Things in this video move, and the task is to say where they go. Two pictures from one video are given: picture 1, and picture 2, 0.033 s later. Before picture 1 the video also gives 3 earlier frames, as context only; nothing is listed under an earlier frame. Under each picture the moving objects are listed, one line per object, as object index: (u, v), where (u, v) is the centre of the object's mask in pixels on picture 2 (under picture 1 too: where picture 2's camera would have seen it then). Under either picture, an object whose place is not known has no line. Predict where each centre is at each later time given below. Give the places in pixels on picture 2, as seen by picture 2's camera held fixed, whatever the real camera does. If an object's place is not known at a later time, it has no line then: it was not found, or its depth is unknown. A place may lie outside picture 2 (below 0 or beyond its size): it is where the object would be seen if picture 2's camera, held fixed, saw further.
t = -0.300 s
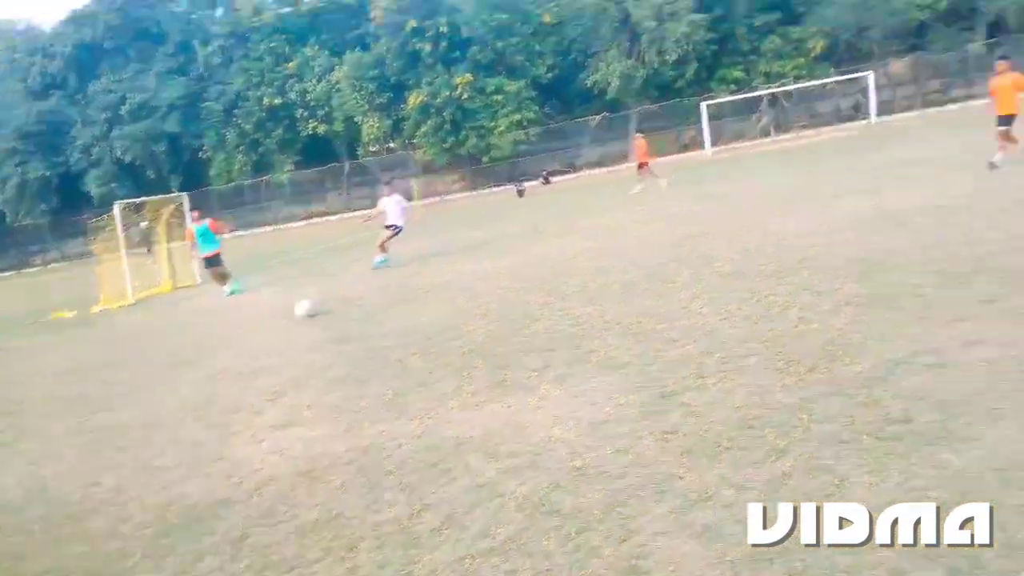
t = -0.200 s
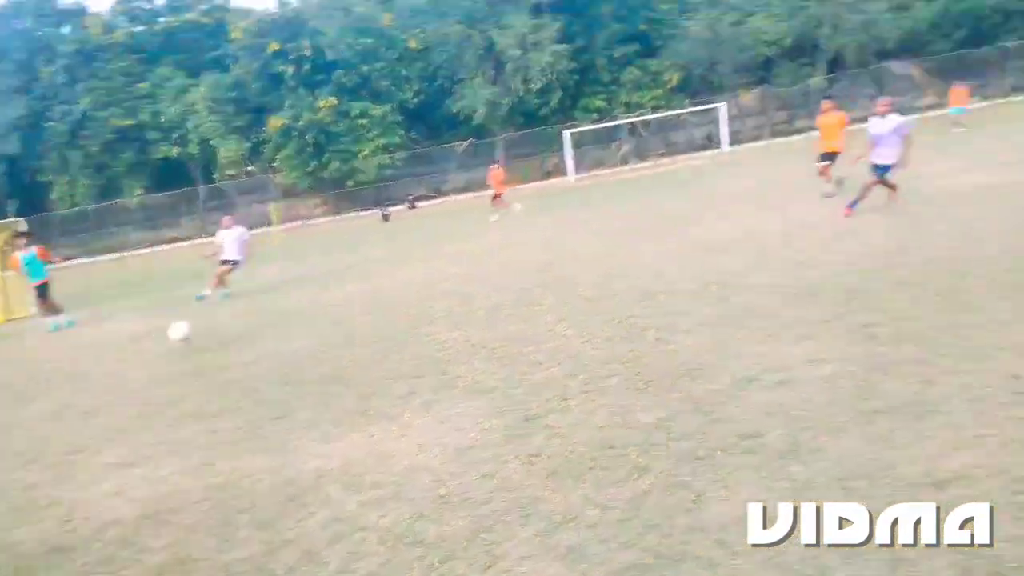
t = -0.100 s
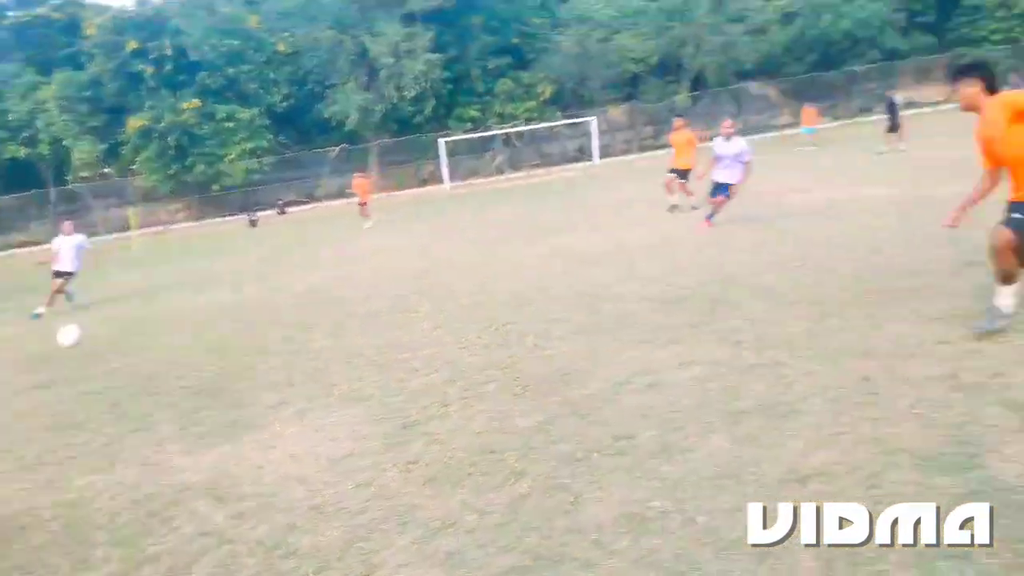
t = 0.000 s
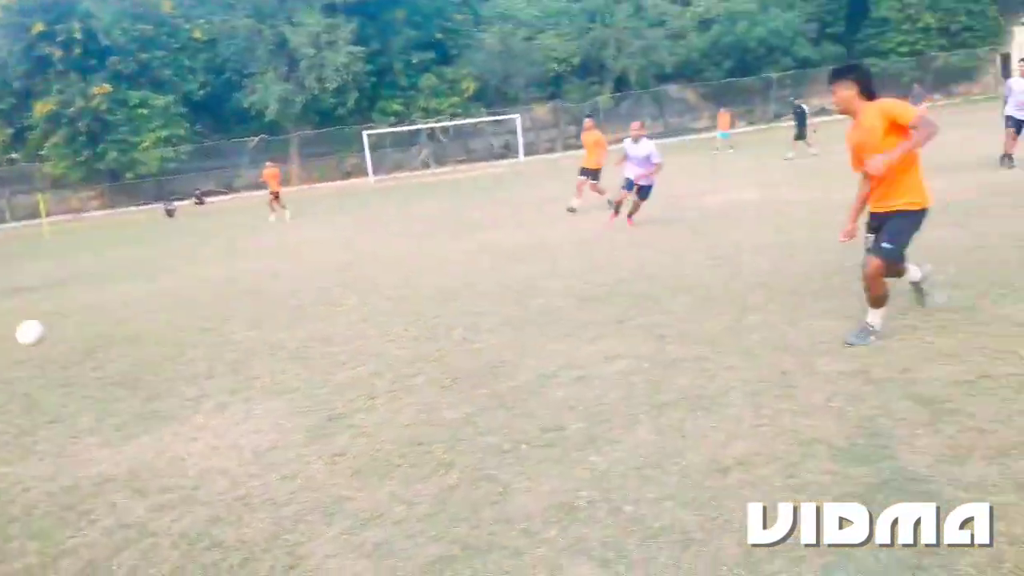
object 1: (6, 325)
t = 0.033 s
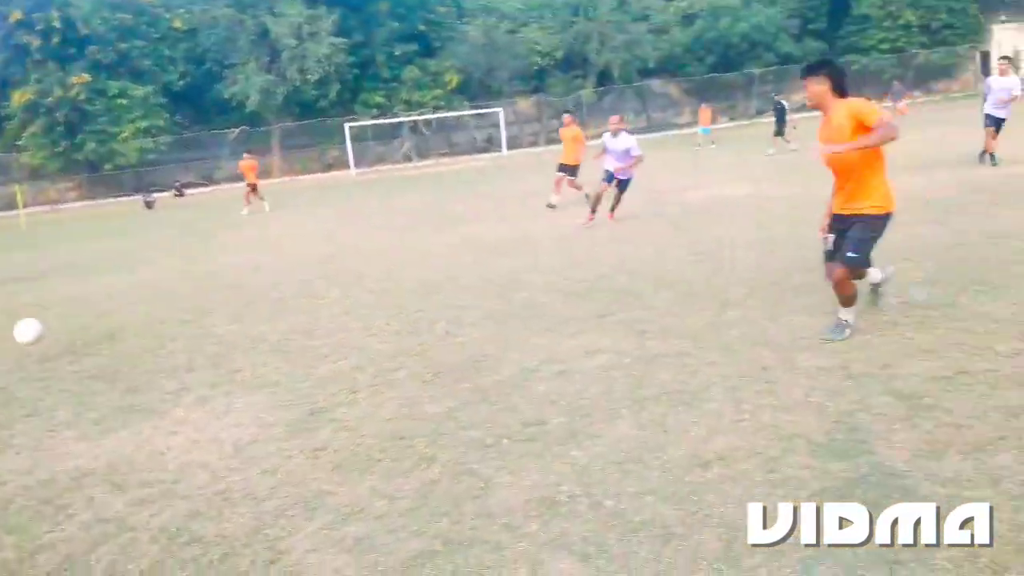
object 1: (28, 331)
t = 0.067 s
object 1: (50, 338)
